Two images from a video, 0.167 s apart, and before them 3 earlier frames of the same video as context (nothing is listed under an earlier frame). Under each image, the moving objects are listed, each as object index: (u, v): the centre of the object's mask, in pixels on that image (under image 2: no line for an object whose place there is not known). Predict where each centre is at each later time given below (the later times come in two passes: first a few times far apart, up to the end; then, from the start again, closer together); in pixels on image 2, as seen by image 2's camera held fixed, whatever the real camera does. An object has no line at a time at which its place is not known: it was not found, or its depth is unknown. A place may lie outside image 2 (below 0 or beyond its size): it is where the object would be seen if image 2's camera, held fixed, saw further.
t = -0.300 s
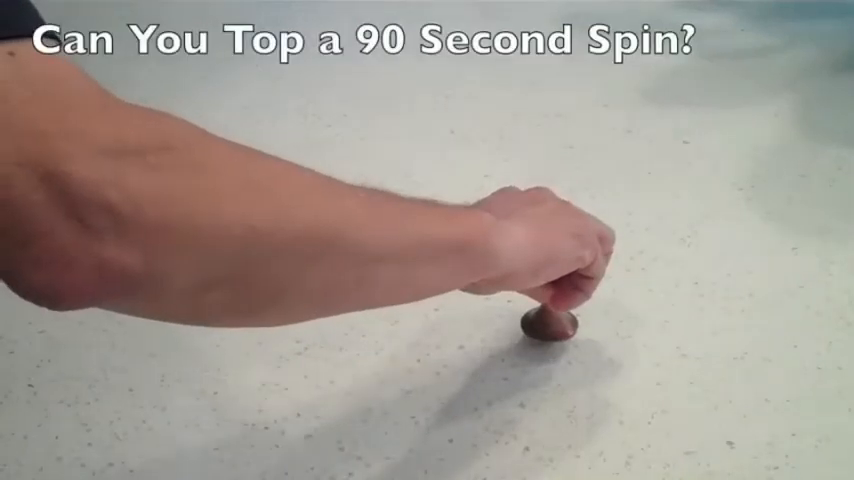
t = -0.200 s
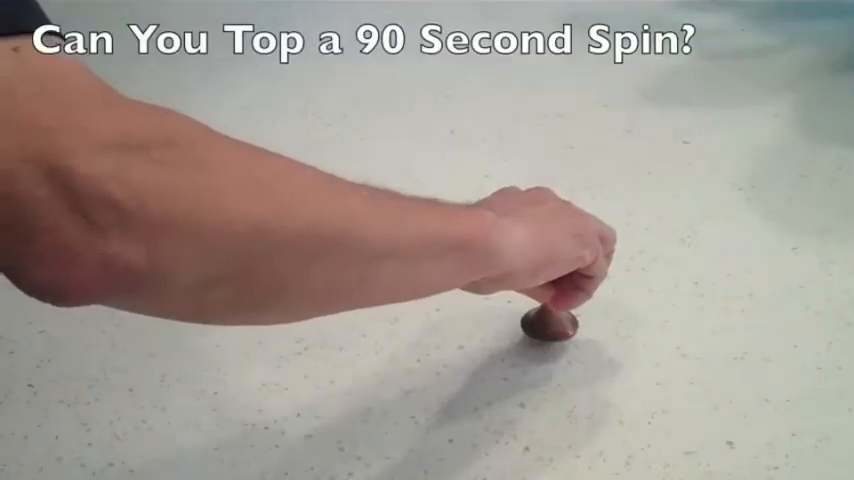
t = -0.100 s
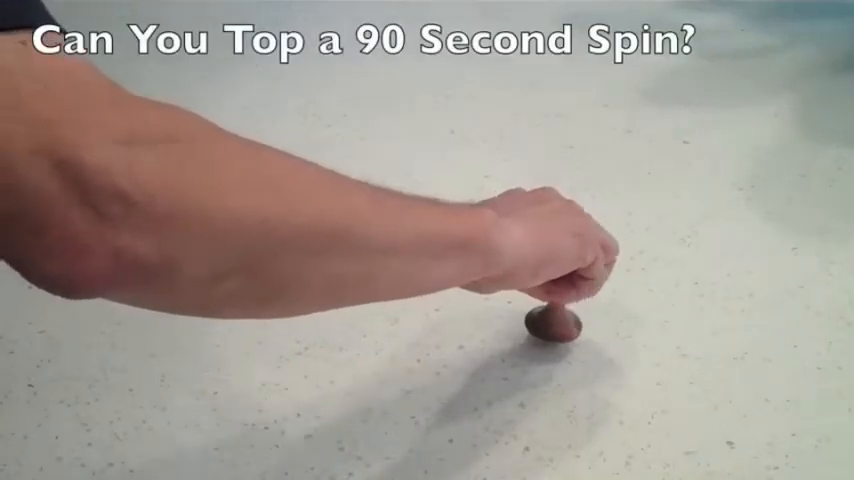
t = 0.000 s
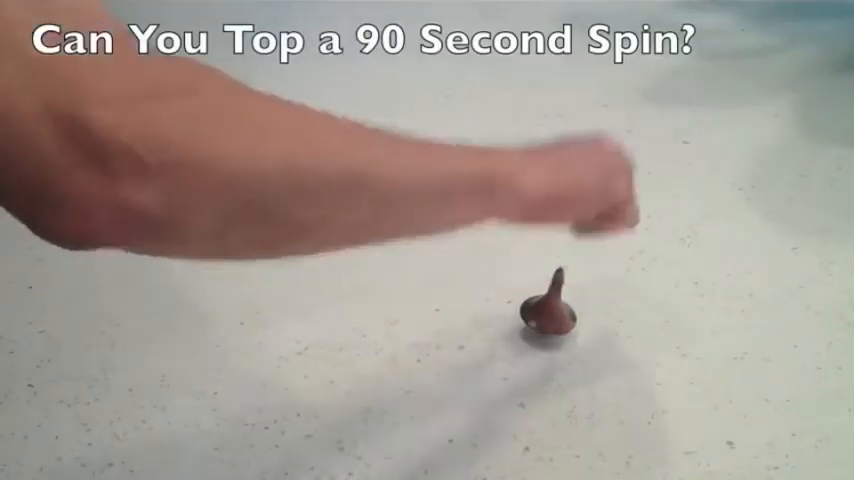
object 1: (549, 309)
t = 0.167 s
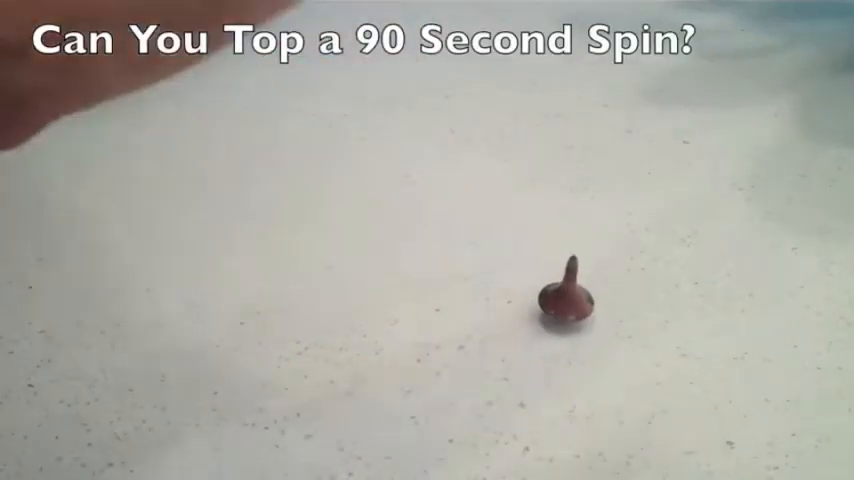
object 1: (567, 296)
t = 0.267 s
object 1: (580, 292)
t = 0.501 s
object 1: (616, 292)
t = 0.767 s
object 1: (646, 307)
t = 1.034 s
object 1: (642, 328)
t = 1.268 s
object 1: (619, 339)
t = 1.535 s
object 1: (584, 337)
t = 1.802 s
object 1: (564, 322)
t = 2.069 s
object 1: (568, 305)
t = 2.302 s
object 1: (585, 298)
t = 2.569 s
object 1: (611, 300)
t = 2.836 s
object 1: (627, 313)
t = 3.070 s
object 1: (626, 324)
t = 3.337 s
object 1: (610, 333)
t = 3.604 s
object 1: (588, 331)
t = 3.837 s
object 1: (572, 322)
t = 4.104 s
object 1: (569, 310)
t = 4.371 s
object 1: (580, 301)
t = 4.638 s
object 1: (597, 301)
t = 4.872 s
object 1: (609, 308)
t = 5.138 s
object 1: (612, 318)
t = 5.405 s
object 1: (601, 324)
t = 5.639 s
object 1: (586, 323)
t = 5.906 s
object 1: (574, 316)
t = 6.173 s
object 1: (572, 308)
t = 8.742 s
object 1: (570, 311)
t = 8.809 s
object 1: (568, 312)
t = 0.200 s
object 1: (571, 295)
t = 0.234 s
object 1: (575, 293)
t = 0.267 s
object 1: (580, 292)
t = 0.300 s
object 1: (585, 291)
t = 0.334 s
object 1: (590, 290)
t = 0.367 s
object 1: (595, 290)
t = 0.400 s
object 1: (601, 290)
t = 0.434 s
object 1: (606, 291)
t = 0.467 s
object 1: (611, 291)
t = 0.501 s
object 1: (616, 292)
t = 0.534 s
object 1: (621, 293)
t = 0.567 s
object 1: (625, 295)
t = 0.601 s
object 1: (629, 296)
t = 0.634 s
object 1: (633, 298)
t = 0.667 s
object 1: (637, 301)
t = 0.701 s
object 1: (640, 303)
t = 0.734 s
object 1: (643, 305)
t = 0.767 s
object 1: (646, 307)
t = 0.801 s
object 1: (647, 309)
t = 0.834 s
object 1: (648, 312)
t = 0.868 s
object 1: (648, 315)
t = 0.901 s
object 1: (648, 318)
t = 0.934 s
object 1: (647, 320)
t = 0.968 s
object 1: (646, 323)
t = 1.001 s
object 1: (644, 326)
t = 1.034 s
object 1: (642, 328)
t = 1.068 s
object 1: (640, 330)
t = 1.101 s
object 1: (637, 332)
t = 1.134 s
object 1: (634, 334)
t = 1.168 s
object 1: (630, 336)
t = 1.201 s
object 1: (627, 337)
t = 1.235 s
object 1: (623, 338)
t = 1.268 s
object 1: (619, 339)
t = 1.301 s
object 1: (614, 340)
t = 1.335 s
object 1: (610, 340)
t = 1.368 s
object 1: (605, 340)
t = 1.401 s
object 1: (601, 339)
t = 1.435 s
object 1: (596, 339)
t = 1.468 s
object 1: (592, 338)
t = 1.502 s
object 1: (588, 338)
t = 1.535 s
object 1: (584, 337)
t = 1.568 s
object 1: (580, 335)
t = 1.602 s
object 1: (577, 334)
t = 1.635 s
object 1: (574, 332)
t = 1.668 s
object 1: (571, 330)
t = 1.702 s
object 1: (569, 328)
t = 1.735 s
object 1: (567, 325)
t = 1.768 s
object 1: (565, 323)
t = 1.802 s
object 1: (564, 322)
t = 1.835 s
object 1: (563, 319)
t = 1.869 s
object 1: (562, 317)
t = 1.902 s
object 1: (563, 315)
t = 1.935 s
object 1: (563, 313)
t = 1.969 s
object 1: (563, 311)
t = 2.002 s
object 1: (564, 309)
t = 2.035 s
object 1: (565, 307)
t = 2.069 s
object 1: (568, 305)
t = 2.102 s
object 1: (569, 304)
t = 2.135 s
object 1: (571, 302)
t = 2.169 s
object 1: (574, 301)
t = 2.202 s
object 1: (576, 300)
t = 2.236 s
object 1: (579, 299)
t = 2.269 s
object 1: (582, 298)
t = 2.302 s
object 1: (585, 298)
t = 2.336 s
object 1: (588, 298)
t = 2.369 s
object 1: (592, 297)
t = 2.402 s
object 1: (595, 297)
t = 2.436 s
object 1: (598, 298)
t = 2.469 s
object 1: (602, 298)
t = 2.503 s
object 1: (605, 298)
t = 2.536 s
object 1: (608, 299)
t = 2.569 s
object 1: (611, 300)
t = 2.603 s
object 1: (614, 301)
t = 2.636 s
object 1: (616, 302)
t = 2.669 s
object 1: (619, 304)
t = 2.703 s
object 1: (621, 305)
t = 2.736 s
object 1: (622, 307)
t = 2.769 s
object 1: (624, 309)
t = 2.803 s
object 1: (626, 310)
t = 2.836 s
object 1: (627, 313)
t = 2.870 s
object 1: (628, 314)
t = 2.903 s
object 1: (628, 315)
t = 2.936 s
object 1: (629, 317)
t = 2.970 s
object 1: (629, 319)
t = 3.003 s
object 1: (628, 322)
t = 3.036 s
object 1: (627, 322)
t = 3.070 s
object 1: (626, 324)
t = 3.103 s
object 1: (625, 326)
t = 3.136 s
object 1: (623, 327)
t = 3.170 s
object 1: (621, 329)
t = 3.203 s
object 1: (619, 330)
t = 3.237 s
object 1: (617, 330)
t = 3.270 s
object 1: (615, 331)
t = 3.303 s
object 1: (612, 333)
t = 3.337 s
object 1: (610, 333)
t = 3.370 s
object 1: (607, 334)
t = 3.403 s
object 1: (604, 333)
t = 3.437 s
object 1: (601, 334)
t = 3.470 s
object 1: (598, 333)
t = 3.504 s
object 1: (596, 334)
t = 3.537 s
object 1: (593, 333)
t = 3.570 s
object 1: (590, 333)
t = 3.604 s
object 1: (588, 331)
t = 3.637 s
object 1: (585, 331)
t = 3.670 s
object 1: (583, 329)
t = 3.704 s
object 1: (580, 328)
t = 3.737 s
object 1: (578, 327)
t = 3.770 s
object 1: (575, 326)
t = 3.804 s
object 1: (574, 324)
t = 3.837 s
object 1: (572, 322)
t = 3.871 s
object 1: (571, 320)
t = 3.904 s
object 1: (570, 319)
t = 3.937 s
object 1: (569, 318)
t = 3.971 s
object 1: (569, 315)
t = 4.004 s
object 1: (568, 314)
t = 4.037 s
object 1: (568, 312)
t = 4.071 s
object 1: (568, 311)
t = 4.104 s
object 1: (569, 310)
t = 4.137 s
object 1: (569, 308)
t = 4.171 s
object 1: (571, 306)
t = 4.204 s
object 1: (571, 306)
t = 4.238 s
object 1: (573, 305)
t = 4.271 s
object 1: (574, 303)
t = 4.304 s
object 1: (576, 303)
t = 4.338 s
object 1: (578, 302)
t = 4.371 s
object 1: (580, 301)
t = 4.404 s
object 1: (582, 301)
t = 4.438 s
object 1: (584, 300)
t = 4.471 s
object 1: (586, 300)
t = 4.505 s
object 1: (588, 300)
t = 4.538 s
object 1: (591, 300)
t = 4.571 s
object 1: (593, 300)
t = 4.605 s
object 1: (595, 301)
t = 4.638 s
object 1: (597, 301)
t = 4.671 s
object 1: (599, 302)
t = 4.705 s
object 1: (602, 302)
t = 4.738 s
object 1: (603, 303)
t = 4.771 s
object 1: (605, 304)
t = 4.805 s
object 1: (606, 306)
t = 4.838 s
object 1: (608, 307)
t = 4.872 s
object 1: (609, 308)
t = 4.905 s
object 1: (610, 309)
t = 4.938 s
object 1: (611, 311)
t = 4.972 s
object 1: (612, 312)
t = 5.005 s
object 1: (612, 313)
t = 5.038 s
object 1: (613, 314)
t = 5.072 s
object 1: (612, 316)
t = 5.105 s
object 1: (612, 317)
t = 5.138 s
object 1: (612, 318)
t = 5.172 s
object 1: (611, 319)
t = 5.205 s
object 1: (610, 320)
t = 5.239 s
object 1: (609, 320)
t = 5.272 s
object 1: (607, 322)
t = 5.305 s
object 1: (606, 323)
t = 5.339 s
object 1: (604, 323)
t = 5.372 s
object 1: (602, 324)
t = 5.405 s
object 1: (601, 324)
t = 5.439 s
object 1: (599, 324)
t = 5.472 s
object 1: (596, 325)
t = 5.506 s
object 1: (594, 325)
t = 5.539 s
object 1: (592, 324)
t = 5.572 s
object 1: (591, 324)
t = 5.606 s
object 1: (588, 324)
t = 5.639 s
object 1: (586, 323)
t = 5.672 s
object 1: (585, 323)
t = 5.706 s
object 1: (583, 322)
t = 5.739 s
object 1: (581, 321)
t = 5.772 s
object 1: (579, 321)
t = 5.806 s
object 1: (578, 319)
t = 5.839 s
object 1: (577, 318)
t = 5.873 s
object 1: (575, 317)
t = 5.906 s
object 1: (574, 316)
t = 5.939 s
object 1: (573, 315)
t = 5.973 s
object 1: (573, 314)
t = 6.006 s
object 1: (572, 314)
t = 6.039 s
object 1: (572, 312)
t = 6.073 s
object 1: (571, 311)
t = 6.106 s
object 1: (571, 310)
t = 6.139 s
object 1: (573, 309)
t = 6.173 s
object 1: (572, 308)
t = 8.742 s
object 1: (570, 311)
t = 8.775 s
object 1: (569, 312)
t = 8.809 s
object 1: (568, 312)
